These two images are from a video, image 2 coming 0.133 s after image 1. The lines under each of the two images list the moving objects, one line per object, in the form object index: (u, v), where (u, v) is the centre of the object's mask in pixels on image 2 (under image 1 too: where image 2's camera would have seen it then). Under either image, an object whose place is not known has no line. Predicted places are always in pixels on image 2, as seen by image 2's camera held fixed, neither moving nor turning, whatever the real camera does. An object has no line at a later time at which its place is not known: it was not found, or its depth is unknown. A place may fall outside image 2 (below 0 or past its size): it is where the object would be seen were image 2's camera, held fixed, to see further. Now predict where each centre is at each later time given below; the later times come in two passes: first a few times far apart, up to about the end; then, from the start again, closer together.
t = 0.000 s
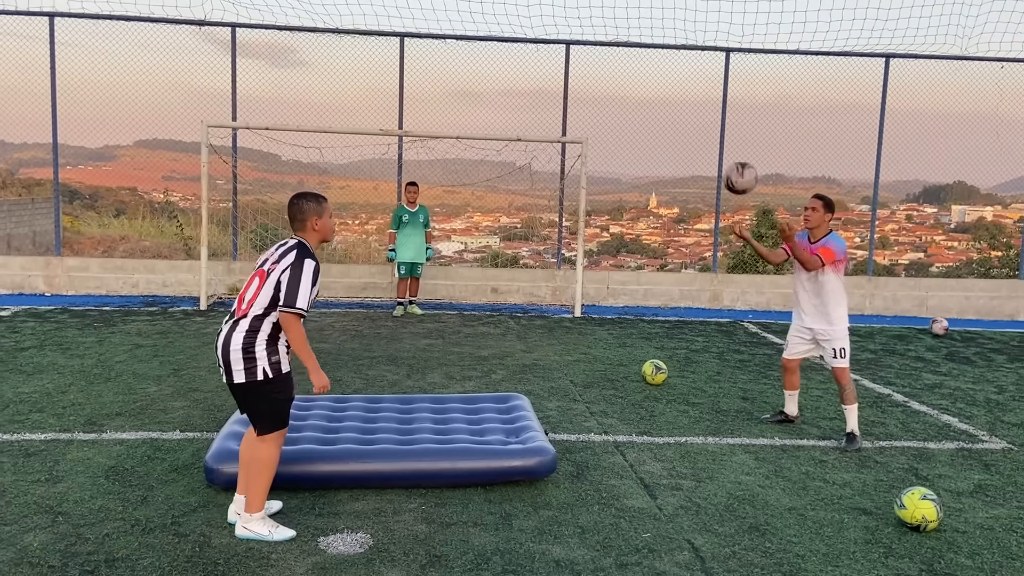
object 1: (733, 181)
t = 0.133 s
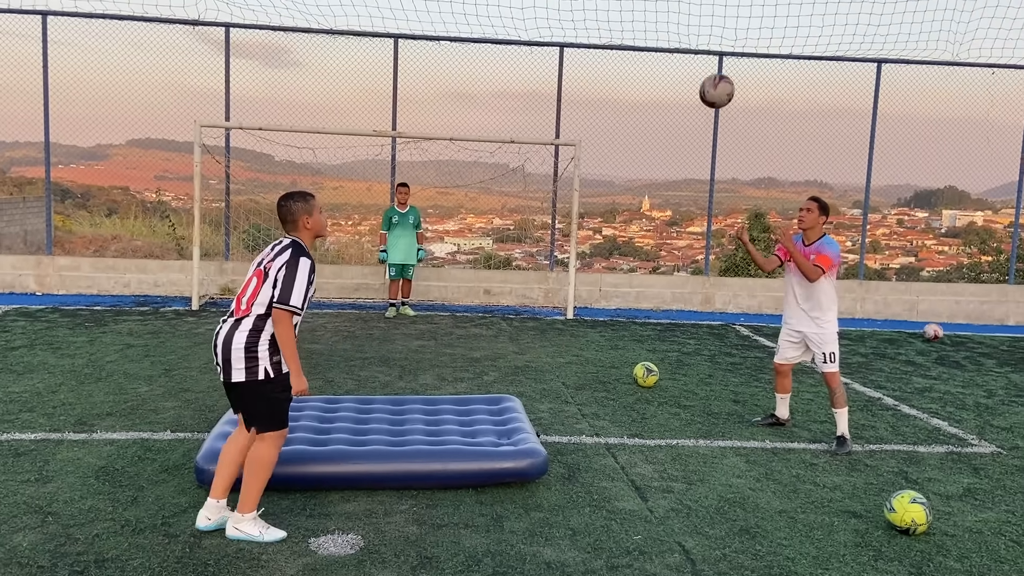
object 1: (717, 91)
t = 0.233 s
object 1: (702, 39)
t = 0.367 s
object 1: (679, 1)
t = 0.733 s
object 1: (600, 24)
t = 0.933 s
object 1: (549, 143)
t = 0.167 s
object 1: (712, 72)
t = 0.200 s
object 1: (707, 55)
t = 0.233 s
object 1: (702, 39)
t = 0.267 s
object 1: (696, 26)
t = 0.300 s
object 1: (691, 13)
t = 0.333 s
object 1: (685, 6)
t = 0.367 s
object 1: (679, 1)
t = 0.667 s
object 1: (616, 2)
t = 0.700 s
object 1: (608, 12)
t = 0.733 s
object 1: (600, 24)
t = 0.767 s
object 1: (592, 39)
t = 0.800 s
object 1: (584, 56)
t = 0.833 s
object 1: (575, 75)
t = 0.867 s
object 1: (567, 95)
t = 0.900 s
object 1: (558, 119)
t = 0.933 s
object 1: (549, 143)
